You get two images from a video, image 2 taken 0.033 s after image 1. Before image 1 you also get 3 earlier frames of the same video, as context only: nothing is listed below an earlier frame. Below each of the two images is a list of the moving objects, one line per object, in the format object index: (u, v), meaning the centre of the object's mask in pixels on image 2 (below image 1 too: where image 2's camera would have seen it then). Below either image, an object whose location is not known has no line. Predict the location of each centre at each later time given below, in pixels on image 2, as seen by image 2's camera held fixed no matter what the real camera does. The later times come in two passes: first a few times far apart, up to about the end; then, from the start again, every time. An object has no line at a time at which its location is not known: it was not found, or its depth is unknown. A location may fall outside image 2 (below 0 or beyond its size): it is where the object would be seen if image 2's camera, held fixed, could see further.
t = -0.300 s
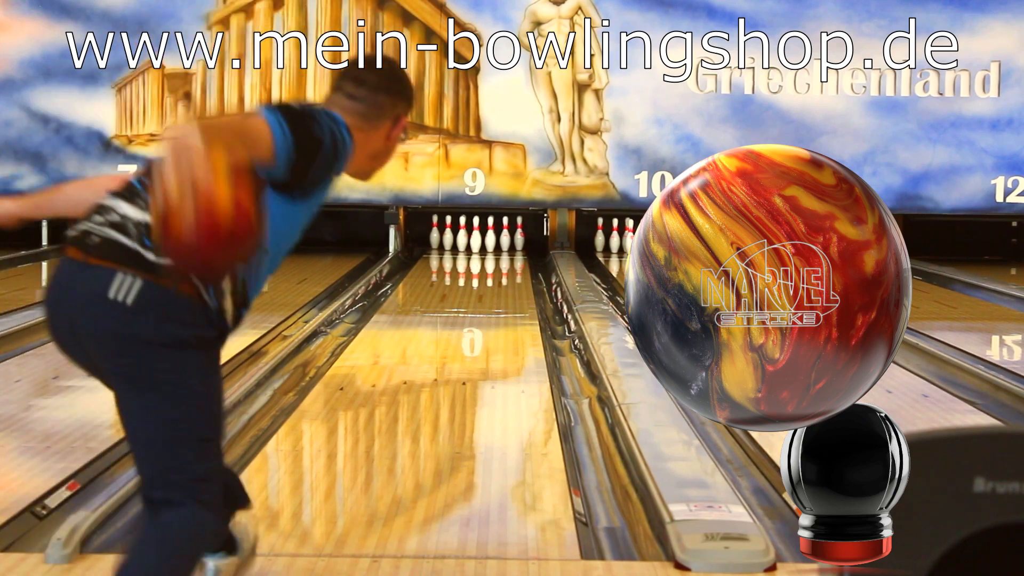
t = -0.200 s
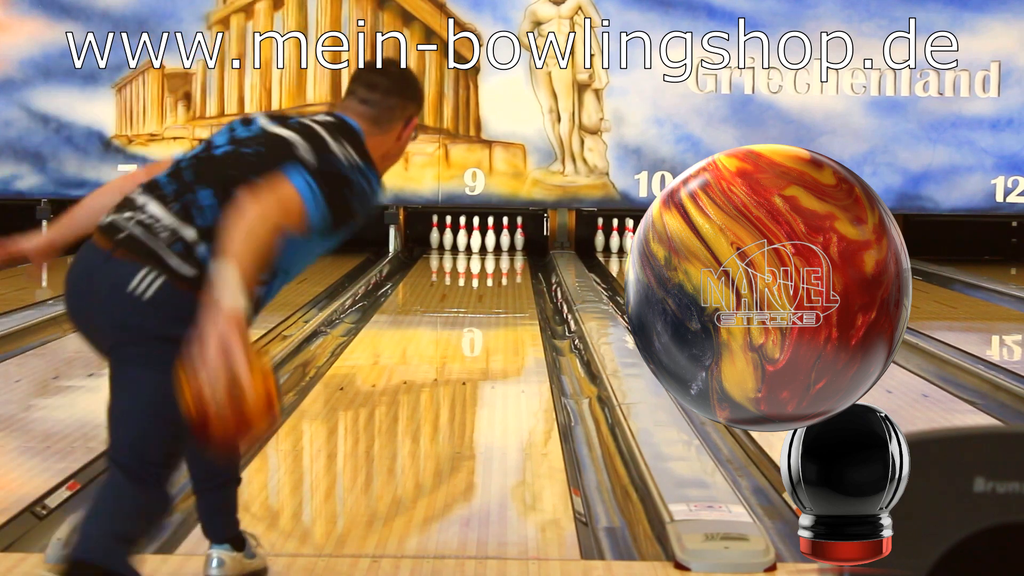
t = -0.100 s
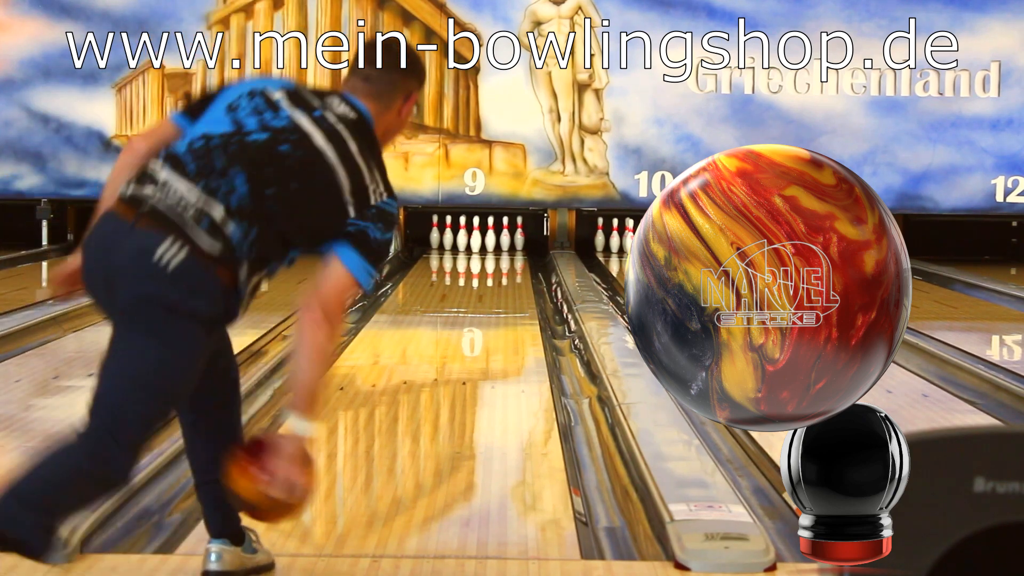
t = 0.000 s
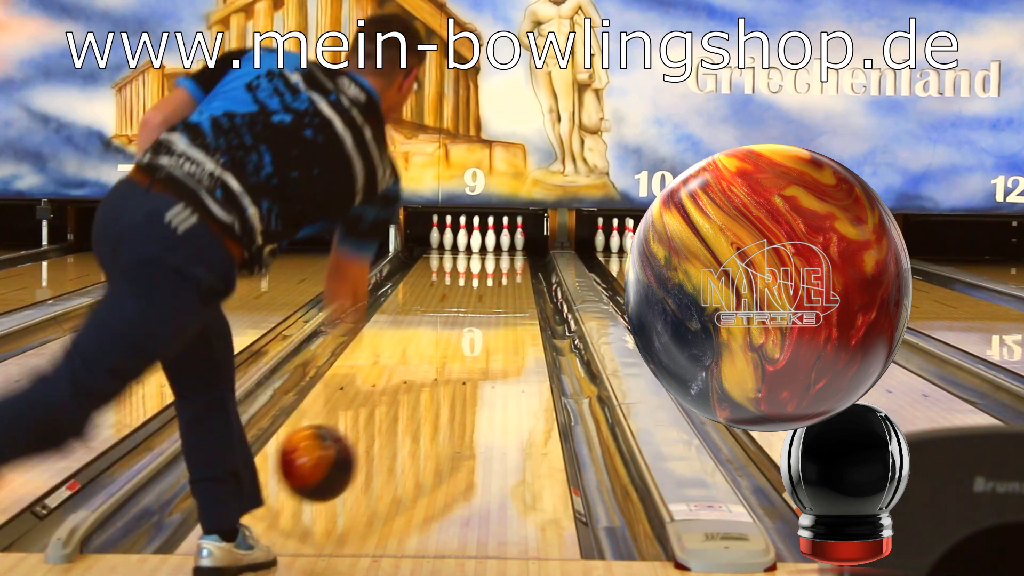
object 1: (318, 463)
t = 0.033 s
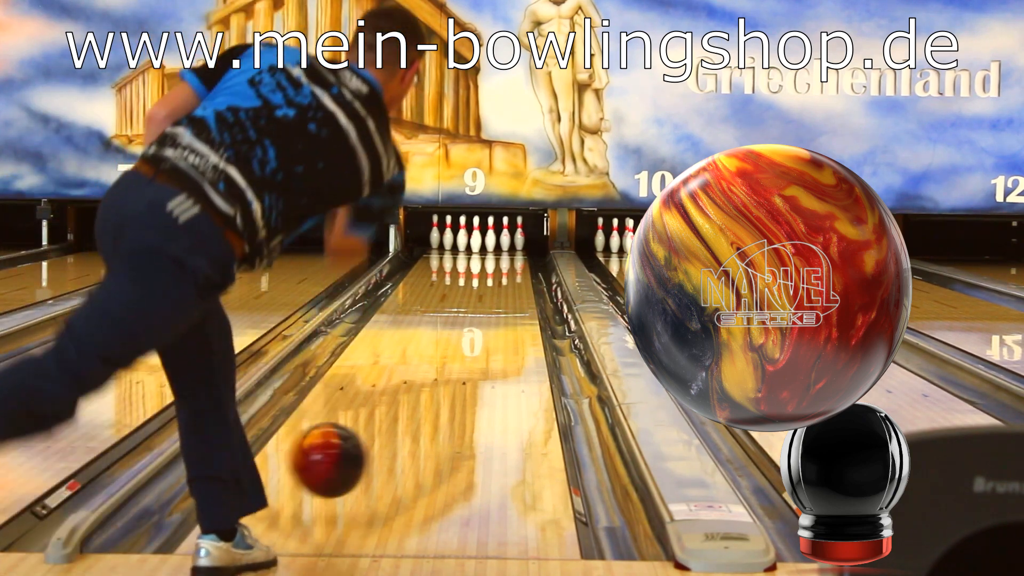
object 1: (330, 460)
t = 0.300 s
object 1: (402, 405)
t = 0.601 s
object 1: (447, 352)
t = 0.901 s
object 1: (475, 317)
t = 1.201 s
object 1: (493, 293)
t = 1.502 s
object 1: (504, 275)
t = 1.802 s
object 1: (507, 261)
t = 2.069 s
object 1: (499, 252)
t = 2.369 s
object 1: (481, 245)
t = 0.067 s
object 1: (341, 460)
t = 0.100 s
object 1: (352, 460)
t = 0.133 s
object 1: (362, 445)
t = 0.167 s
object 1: (371, 438)
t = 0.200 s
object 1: (380, 430)
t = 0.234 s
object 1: (387, 421)
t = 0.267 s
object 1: (395, 412)
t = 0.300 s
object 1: (402, 405)
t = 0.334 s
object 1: (408, 398)
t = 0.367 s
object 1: (414, 391)
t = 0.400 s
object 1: (419, 385)
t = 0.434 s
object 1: (428, 379)
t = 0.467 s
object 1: (430, 373)
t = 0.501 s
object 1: (435, 367)
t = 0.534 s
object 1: (439, 361)
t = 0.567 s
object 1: (443, 356)
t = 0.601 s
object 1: (447, 352)
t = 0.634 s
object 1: (451, 347)
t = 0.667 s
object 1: (455, 343)
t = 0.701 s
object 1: (458, 338)
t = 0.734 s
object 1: (461, 335)
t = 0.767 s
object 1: (464, 331)
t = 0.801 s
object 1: (468, 327)
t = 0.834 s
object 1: (470, 324)
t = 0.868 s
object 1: (473, 320)
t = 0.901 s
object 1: (475, 317)
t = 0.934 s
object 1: (477, 314)
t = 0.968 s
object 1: (480, 311)
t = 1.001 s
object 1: (482, 308)
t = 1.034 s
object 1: (484, 306)
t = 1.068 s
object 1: (486, 303)
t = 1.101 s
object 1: (488, 300)
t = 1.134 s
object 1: (490, 298)
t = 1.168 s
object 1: (492, 296)
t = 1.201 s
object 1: (493, 293)
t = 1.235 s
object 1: (495, 291)
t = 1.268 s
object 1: (496, 289)
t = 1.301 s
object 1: (498, 287)
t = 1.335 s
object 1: (499, 285)
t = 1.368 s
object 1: (500, 282)
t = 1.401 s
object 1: (501, 281)
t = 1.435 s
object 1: (503, 279)
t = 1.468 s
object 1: (504, 277)
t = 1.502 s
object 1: (504, 275)
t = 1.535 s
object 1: (505, 274)
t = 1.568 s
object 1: (506, 272)
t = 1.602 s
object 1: (507, 270)
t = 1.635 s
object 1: (507, 269)
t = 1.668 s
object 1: (508, 267)
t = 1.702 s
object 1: (507, 266)
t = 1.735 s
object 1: (507, 264)
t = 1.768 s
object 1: (507, 263)
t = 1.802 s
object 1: (507, 261)
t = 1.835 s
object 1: (506, 261)
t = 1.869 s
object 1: (506, 259)
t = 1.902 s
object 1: (505, 258)
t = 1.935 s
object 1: (505, 257)
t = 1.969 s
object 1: (504, 256)
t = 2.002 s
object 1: (501, 254)
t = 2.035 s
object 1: (501, 253)
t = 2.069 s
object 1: (499, 252)
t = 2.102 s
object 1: (498, 251)
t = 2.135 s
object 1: (496, 250)
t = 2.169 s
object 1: (494, 249)
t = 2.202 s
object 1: (492, 248)
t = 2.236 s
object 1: (489, 248)
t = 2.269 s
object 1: (487, 247)
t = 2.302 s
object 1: (486, 246)
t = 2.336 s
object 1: (483, 245)
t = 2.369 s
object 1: (481, 245)
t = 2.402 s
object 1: (480, 244)
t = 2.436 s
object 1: (478, 243)
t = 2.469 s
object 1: (478, 242)
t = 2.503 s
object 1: (476, 241)
